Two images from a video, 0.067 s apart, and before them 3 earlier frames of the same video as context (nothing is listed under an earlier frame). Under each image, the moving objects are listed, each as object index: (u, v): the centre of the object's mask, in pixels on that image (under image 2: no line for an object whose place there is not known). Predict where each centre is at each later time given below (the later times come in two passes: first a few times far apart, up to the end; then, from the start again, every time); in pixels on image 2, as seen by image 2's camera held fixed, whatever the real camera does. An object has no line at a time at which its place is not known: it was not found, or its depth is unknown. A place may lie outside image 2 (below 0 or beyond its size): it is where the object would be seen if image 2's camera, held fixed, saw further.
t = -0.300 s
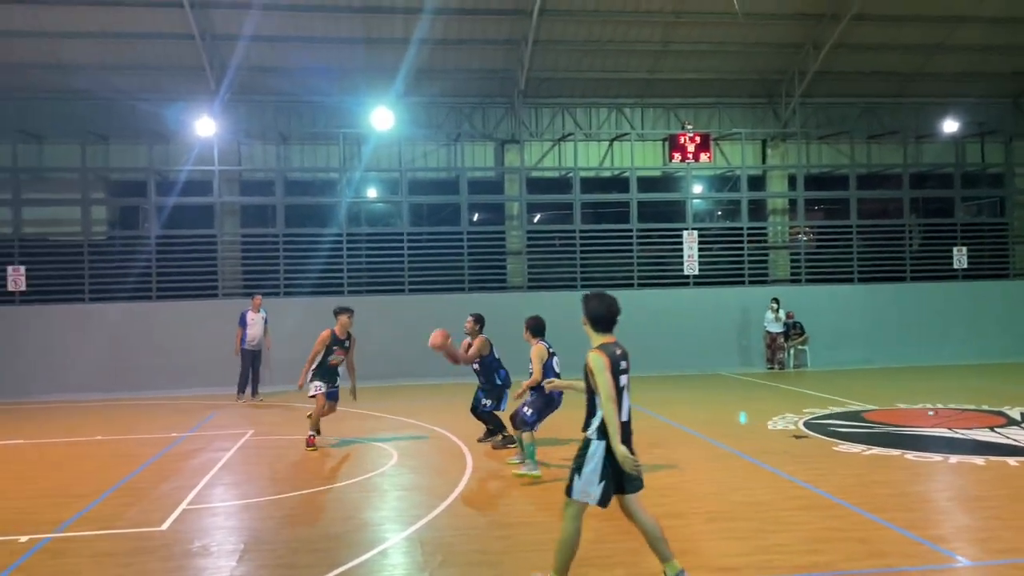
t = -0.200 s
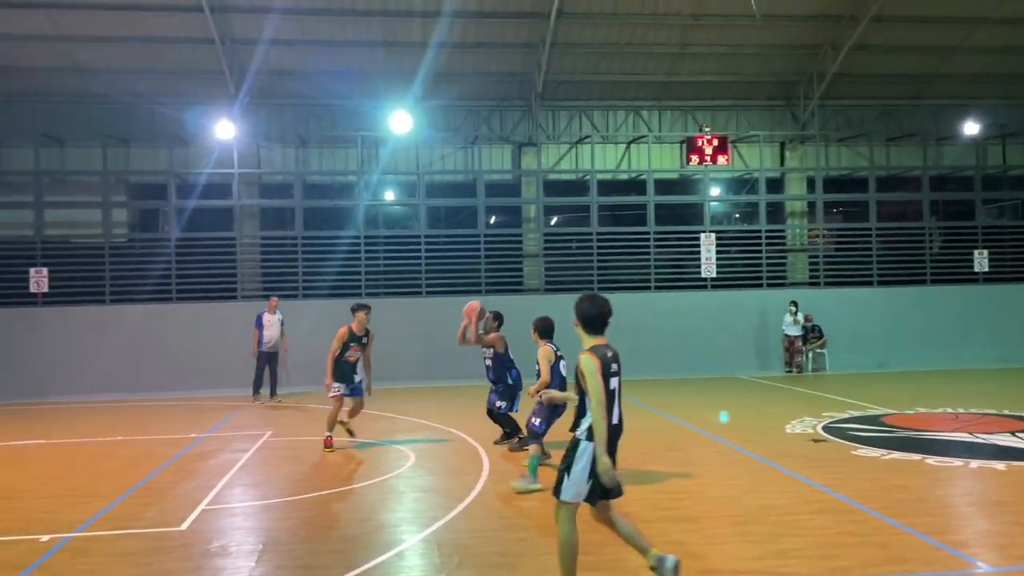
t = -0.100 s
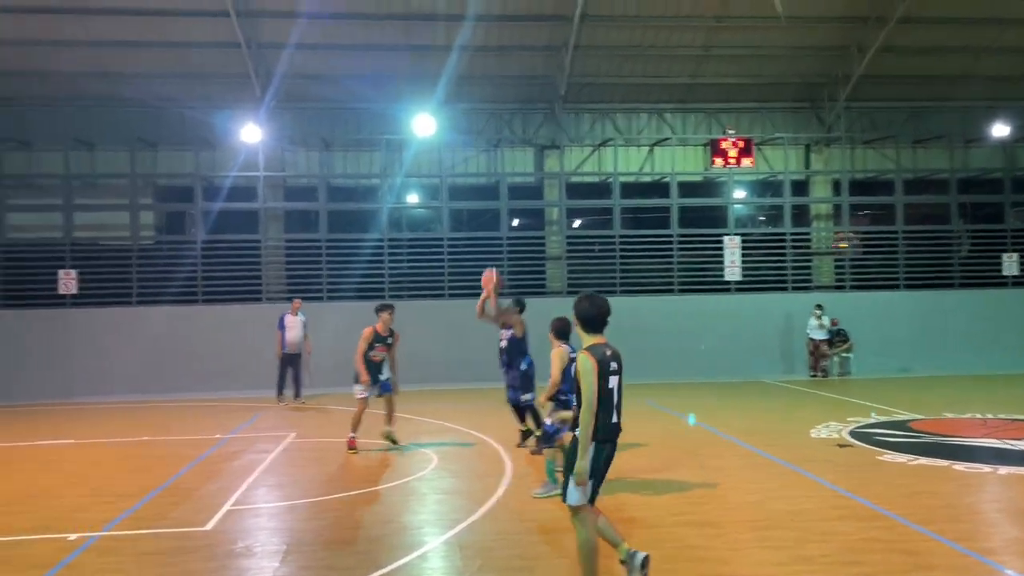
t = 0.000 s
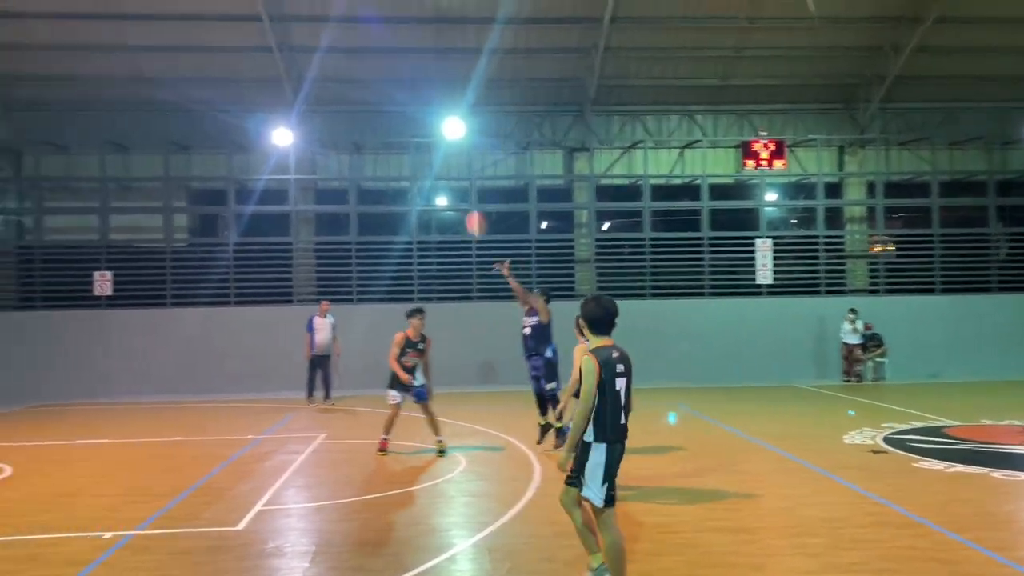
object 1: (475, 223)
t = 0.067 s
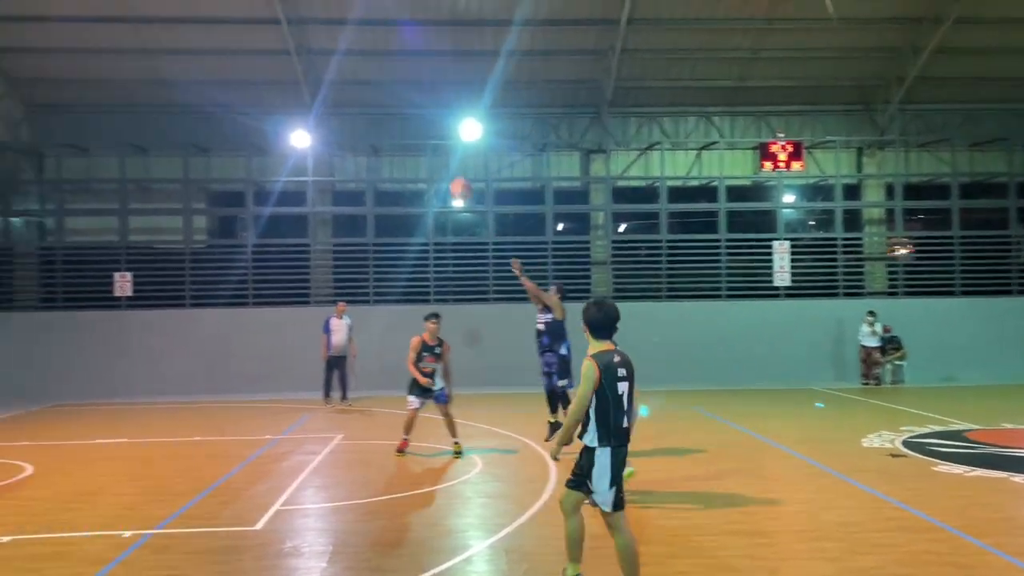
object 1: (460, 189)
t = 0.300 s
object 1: (351, 96)
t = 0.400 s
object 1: (305, 71)
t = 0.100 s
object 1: (443, 172)
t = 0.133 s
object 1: (429, 158)
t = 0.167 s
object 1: (413, 144)
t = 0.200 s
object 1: (398, 130)
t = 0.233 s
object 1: (382, 118)
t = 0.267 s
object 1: (366, 107)
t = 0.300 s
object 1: (351, 96)
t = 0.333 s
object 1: (336, 87)
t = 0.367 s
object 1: (321, 78)
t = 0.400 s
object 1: (305, 71)
